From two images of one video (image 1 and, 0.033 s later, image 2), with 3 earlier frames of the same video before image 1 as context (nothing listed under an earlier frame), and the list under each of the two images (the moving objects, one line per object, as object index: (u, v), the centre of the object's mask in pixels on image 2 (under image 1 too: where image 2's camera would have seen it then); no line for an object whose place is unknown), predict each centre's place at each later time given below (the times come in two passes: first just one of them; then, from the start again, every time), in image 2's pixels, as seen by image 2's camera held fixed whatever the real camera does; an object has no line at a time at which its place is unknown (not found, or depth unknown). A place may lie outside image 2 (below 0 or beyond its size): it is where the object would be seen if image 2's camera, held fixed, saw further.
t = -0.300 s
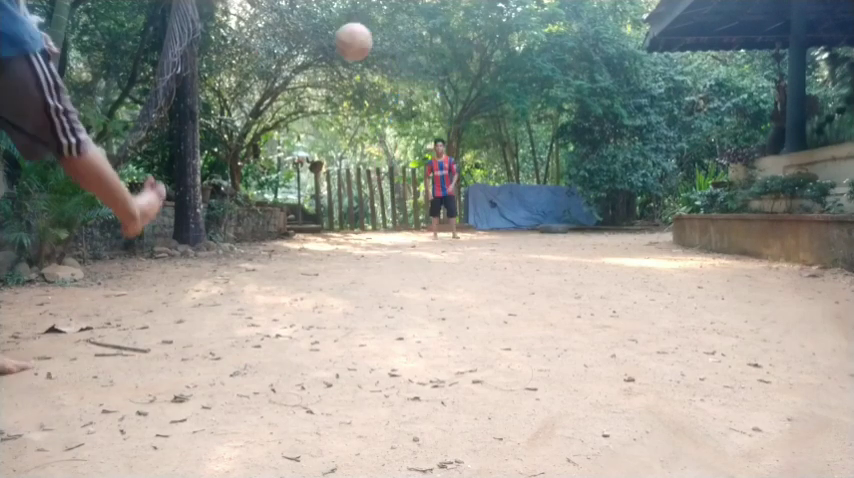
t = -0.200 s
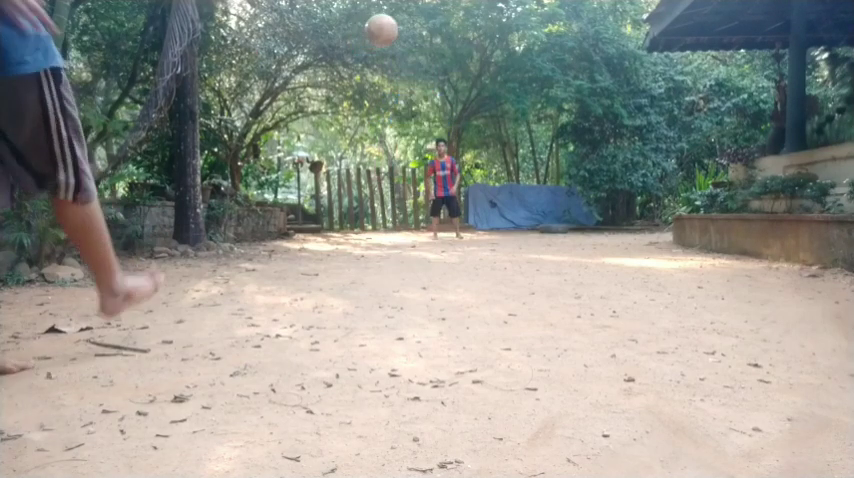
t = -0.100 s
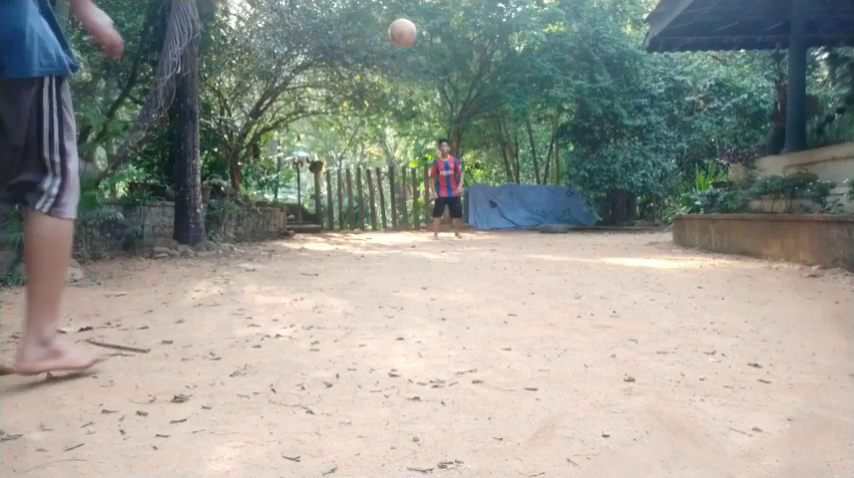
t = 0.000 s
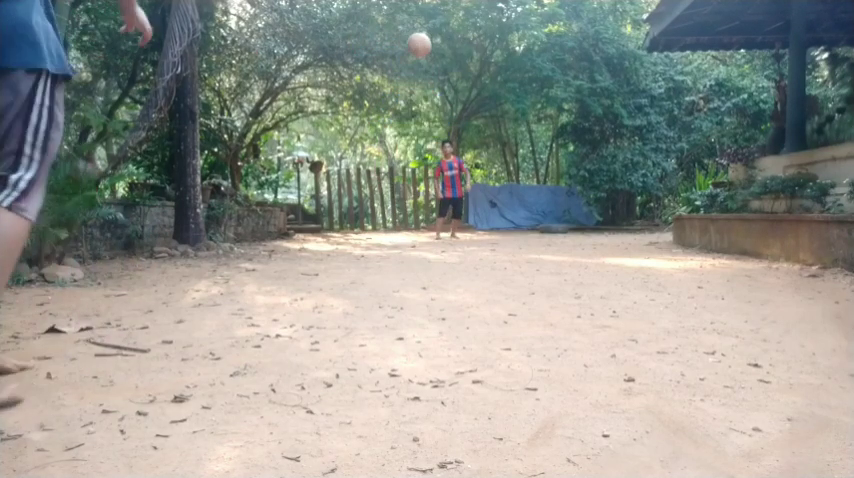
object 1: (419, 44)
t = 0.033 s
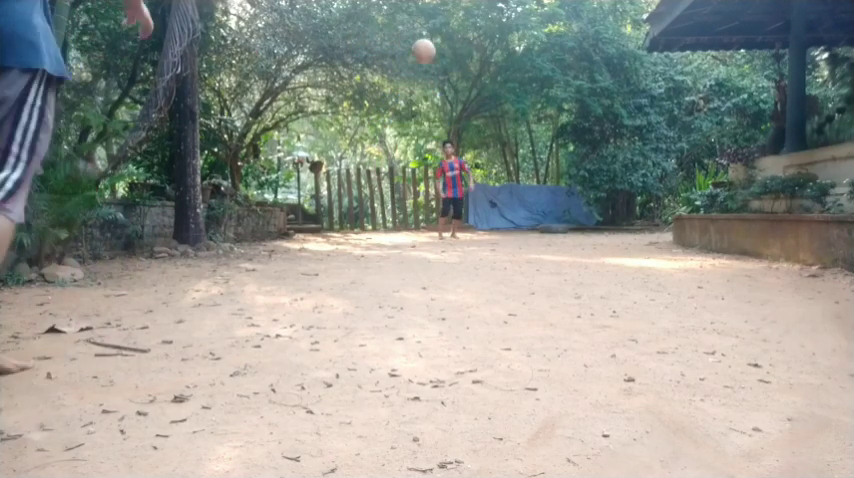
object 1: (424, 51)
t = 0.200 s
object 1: (442, 88)
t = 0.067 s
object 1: (428, 57)
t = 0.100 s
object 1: (432, 64)
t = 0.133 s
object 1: (436, 72)
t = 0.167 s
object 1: (439, 80)
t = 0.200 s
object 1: (442, 88)
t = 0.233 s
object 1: (445, 98)
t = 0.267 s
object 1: (448, 107)
